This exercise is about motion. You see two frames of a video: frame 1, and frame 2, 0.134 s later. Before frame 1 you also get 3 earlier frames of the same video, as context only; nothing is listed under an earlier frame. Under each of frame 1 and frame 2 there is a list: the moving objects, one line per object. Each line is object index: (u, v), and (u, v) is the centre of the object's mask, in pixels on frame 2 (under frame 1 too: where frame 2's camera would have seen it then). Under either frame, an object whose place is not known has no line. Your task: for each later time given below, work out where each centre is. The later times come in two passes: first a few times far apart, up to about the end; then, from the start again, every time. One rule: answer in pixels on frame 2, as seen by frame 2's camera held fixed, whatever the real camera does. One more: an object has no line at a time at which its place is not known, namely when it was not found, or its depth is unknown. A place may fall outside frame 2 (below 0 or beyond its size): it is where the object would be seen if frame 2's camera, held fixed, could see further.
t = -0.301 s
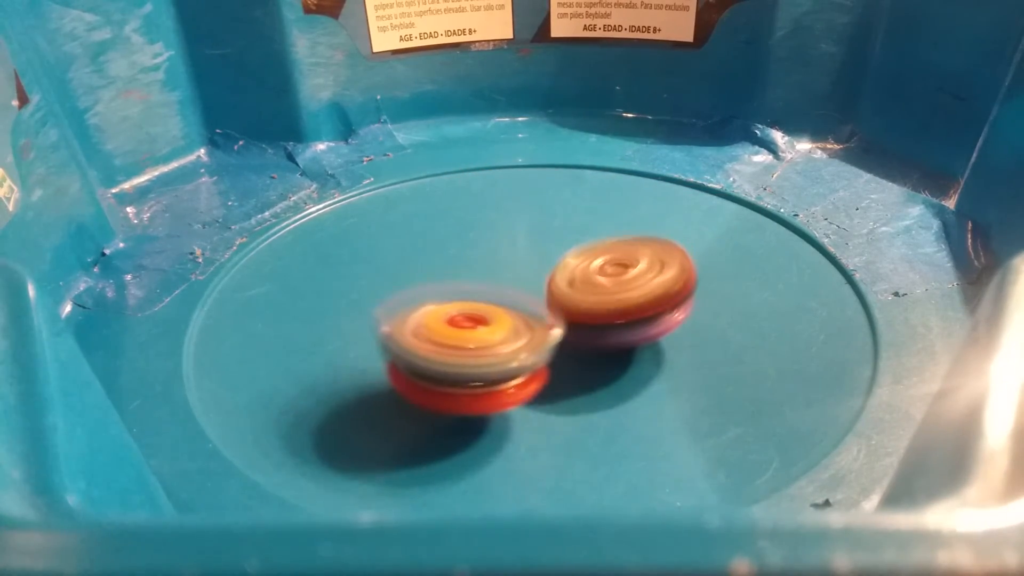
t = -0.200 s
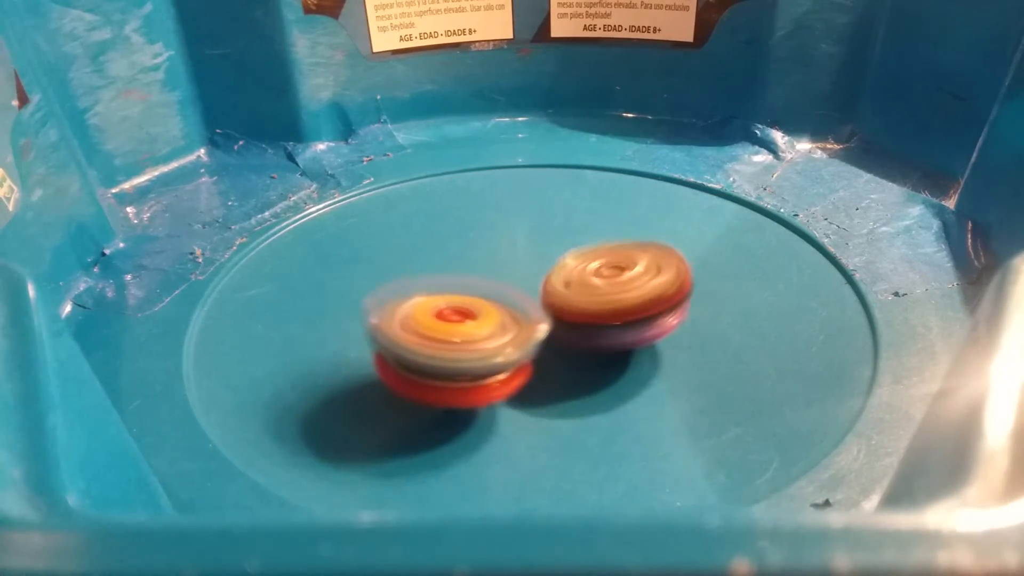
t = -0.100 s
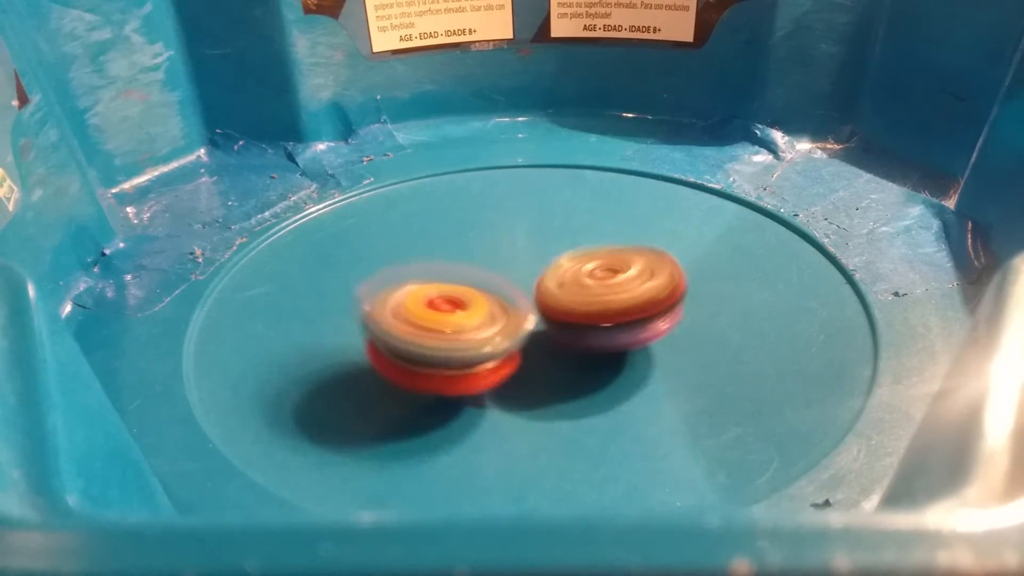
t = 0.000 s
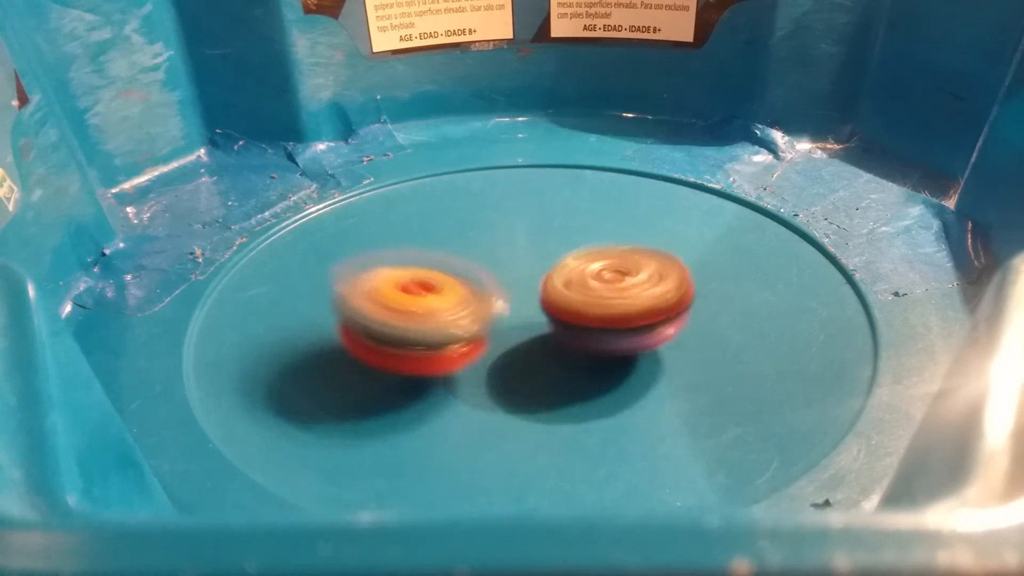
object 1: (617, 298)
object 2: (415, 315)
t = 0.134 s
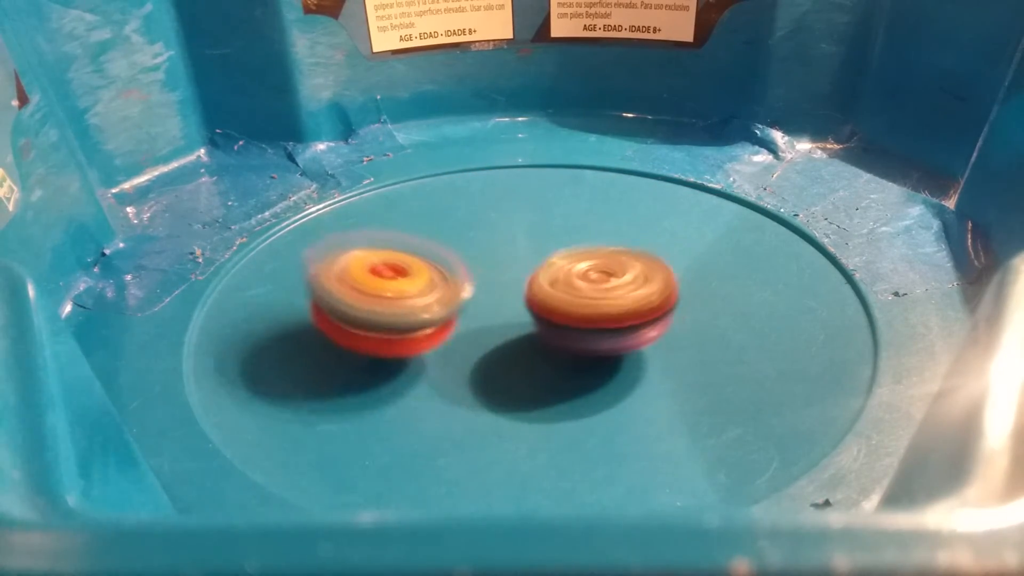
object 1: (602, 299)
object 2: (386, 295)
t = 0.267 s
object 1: (580, 297)
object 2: (383, 282)
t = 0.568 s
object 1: (549, 291)
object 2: (415, 240)
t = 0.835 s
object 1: (541, 282)
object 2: (434, 208)
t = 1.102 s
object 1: (541, 272)
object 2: (504, 179)
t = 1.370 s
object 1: (552, 271)
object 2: (563, 166)
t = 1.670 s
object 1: (551, 283)
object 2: (644, 197)
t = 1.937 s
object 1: (514, 302)
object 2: (709, 235)
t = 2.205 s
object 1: (481, 313)
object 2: (729, 275)
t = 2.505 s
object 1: (473, 307)
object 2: (712, 392)
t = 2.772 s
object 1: (506, 290)
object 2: (706, 345)
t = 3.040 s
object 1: (504, 228)
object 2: (699, 418)
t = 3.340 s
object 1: (540, 212)
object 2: (568, 302)
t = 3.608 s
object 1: (610, 177)
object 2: (304, 412)
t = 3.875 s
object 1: (631, 205)
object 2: (451, 354)
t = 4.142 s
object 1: (587, 268)
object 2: (373, 256)
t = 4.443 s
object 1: (492, 330)
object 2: (409, 247)
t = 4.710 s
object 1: (428, 341)
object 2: (521, 166)
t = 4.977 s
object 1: (422, 313)
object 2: (517, 178)
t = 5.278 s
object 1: (518, 278)
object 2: (721, 242)
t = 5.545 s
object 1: (577, 253)
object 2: (794, 224)
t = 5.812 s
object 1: (558, 259)
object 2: (788, 270)
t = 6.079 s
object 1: (541, 276)
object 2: (702, 356)
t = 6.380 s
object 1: (512, 281)
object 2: (548, 376)
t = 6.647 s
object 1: (532, 259)
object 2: (421, 405)
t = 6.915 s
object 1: (566, 252)
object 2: (460, 329)
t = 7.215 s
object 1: (622, 285)
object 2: (325, 243)
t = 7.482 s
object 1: (581, 316)
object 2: (367, 239)
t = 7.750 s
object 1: (376, 392)
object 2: (651, 162)
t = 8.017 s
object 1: (360, 363)
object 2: (796, 123)
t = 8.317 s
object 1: (576, 236)
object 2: (816, 124)
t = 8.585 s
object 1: (666, 196)
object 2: (816, 123)
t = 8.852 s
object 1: (611, 260)
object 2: (816, 124)
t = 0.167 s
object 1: (597, 298)
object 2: (382, 291)
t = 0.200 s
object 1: (591, 298)
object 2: (381, 288)
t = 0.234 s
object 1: (586, 298)
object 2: (381, 285)
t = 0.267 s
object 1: (580, 297)
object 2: (383, 282)
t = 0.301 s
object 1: (574, 296)
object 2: (387, 279)
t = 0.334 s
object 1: (568, 295)
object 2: (392, 276)
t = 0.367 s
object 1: (562, 294)
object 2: (398, 272)
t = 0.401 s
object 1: (559, 293)
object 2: (402, 267)
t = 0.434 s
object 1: (558, 294)
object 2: (402, 261)
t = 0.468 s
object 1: (555, 293)
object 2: (405, 254)
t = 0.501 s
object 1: (553, 292)
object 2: (408, 250)
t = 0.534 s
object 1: (550, 291)
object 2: (411, 244)
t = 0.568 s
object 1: (549, 291)
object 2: (415, 240)
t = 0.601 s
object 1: (548, 290)
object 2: (418, 238)
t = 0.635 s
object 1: (546, 289)
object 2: (420, 231)
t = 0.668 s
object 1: (545, 288)
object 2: (424, 227)
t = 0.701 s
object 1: (544, 288)
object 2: (427, 224)
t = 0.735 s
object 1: (544, 287)
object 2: (429, 220)
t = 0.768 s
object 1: (543, 286)
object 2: (430, 217)
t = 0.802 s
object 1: (542, 284)
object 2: (431, 213)
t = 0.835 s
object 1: (541, 282)
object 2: (434, 208)
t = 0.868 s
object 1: (541, 281)
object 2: (443, 202)
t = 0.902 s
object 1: (541, 279)
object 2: (453, 196)
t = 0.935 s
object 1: (541, 277)
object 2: (461, 192)
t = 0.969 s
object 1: (542, 276)
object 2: (470, 189)
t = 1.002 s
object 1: (542, 274)
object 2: (479, 187)
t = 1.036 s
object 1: (542, 273)
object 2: (486, 185)
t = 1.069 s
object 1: (541, 273)
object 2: (496, 182)
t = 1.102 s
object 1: (541, 272)
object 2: (504, 179)
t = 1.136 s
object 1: (542, 271)
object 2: (512, 174)
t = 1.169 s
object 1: (543, 271)
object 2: (520, 171)
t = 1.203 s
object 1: (544, 271)
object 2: (527, 169)
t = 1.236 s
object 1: (546, 270)
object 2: (534, 168)
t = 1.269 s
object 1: (547, 270)
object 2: (541, 166)
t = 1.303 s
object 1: (549, 270)
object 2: (548, 166)
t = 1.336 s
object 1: (550, 271)
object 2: (556, 166)
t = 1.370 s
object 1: (552, 271)
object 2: (563, 166)
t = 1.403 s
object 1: (553, 270)
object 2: (571, 167)
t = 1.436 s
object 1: (555, 271)
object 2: (580, 169)
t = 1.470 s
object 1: (556, 271)
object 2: (587, 172)
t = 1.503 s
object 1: (558, 271)
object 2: (596, 176)
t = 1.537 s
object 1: (558, 272)
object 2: (605, 182)
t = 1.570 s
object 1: (555, 275)
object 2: (616, 185)
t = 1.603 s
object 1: (553, 278)
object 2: (627, 189)
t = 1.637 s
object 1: (552, 280)
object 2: (637, 190)
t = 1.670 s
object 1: (551, 283)
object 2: (644, 197)
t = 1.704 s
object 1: (549, 285)
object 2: (650, 201)
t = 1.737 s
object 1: (548, 287)
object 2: (656, 208)
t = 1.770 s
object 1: (547, 289)
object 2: (660, 214)
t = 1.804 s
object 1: (547, 291)
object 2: (665, 220)
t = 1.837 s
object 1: (546, 293)
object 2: (668, 226)
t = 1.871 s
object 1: (533, 297)
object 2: (682, 231)
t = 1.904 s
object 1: (520, 300)
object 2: (697, 231)
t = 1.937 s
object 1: (514, 302)
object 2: (709, 235)
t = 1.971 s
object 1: (509, 305)
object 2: (717, 238)
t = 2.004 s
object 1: (504, 307)
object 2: (725, 243)
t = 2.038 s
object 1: (499, 308)
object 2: (730, 248)
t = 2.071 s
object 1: (495, 310)
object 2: (731, 255)
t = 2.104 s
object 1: (491, 311)
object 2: (732, 261)
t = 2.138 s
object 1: (487, 311)
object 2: (732, 266)
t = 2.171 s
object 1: (483, 312)
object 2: (731, 270)
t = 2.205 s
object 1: (481, 313)
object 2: (729, 275)
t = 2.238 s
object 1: (478, 313)
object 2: (725, 281)
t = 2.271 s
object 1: (476, 313)
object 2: (722, 288)
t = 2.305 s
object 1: (474, 312)
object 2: (717, 297)
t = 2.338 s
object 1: (472, 312)
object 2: (712, 309)
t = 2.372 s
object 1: (471, 311)
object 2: (706, 325)
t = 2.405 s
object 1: (471, 310)
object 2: (702, 343)
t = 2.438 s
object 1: (471, 309)
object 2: (702, 361)
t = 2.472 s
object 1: (472, 308)
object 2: (703, 377)
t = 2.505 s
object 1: (473, 307)
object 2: (712, 392)
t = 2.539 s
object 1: (474, 305)
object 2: (727, 404)
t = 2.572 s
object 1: (477, 303)
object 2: (748, 408)
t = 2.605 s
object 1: (480, 301)
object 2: (766, 403)
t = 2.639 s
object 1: (484, 299)
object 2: (768, 392)
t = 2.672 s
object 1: (489, 297)
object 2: (767, 379)
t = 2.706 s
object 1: (495, 295)
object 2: (755, 366)
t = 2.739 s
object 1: (500, 293)
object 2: (734, 354)
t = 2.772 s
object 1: (506, 290)
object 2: (706, 345)
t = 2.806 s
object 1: (512, 289)
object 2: (670, 338)
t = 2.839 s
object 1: (509, 279)
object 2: (634, 342)
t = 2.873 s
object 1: (501, 261)
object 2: (627, 355)
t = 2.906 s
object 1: (499, 247)
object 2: (629, 372)
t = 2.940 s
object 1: (498, 239)
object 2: (635, 389)
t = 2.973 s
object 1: (500, 235)
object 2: (648, 404)
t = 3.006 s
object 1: (501, 231)
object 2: (670, 415)
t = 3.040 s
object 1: (504, 228)
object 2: (699, 418)
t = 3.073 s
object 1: (506, 225)
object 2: (728, 413)
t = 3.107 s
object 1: (509, 223)
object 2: (753, 400)
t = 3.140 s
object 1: (512, 221)
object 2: (763, 382)
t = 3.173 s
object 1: (516, 220)
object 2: (758, 362)
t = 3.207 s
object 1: (520, 219)
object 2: (736, 343)
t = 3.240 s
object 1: (525, 218)
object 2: (706, 327)
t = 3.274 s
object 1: (530, 218)
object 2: (665, 316)
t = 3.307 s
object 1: (534, 214)
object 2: (617, 306)
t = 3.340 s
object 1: (540, 212)
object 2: (568, 302)
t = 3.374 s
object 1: (555, 200)
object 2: (513, 312)
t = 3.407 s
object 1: (569, 191)
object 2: (459, 329)
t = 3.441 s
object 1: (583, 184)
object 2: (409, 345)
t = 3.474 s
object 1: (591, 181)
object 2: (367, 361)
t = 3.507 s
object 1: (596, 179)
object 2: (328, 378)
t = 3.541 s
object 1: (601, 177)
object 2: (293, 395)
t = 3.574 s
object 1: (605, 177)
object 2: (278, 407)
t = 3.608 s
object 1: (610, 177)
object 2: (304, 412)
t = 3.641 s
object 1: (614, 178)
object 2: (342, 417)
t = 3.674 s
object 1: (618, 180)
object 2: (375, 414)
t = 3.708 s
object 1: (622, 183)
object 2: (405, 410)
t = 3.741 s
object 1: (625, 186)
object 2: (429, 402)
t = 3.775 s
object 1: (628, 189)
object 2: (444, 392)
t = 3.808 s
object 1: (630, 194)
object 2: (452, 381)
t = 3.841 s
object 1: (631, 200)
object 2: (453, 369)
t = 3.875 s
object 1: (631, 205)
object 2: (451, 354)
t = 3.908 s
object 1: (630, 211)
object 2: (447, 340)
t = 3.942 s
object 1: (628, 217)
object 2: (440, 325)
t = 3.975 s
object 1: (624, 224)
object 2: (430, 310)
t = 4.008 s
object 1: (620, 231)
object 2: (421, 297)
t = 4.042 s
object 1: (613, 240)
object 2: (409, 284)
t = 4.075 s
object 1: (605, 249)
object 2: (397, 273)
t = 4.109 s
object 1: (597, 258)
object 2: (384, 262)
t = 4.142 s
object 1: (587, 268)
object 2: (373, 256)
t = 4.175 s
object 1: (577, 278)
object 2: (360, 251)
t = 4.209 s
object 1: (566, 287)
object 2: (350, 247)
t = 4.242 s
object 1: (555, 296)
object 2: (347, 247)
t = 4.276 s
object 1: (544, 304)
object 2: (348, 247)
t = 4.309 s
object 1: (532, 312)
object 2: (353, 249)
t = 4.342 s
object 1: (522, 318)
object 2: (365, 251)
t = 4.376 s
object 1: (512, 323)
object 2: (377, 251)
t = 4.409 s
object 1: (502, 326)
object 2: (393, 250)
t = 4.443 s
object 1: (492, 330)
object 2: (409, 247)
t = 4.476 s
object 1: (483, 335)
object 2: (431, 243)
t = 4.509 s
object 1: (474, 340)
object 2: (452, 237)
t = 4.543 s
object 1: (465, 341)
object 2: (469, 229)
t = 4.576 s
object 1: (457, 342)
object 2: (484, 215)
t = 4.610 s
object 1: (450, 343)
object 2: (498, 202)
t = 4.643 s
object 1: (442, 343)
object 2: (508, 190)
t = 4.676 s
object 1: (435, 342)
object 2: (516, 176)
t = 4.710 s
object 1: (428, 341)
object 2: (521, 166)
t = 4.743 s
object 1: (423, 338)
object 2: (524, 155)
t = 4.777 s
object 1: (419, 335)
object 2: (523, 147)
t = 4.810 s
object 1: (416, 332)
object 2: (518, 143)
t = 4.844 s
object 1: (414, 329)
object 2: (514, 144)
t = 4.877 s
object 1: (414, 326)
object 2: (509, 147)
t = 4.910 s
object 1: (415, 322)
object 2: (508, 154)
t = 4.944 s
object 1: (418, 318)
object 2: (510, 164)
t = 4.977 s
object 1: (422, 313)
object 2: (517, 178)
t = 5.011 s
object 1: (428, 310)
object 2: (529, 192)
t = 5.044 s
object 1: (435, 306)
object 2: (547, 206)
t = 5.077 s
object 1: (443, 302)
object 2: (568, 219)
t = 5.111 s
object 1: (453, 298)
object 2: (592, 229)
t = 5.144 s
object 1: (465, 295)
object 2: (618, 235)
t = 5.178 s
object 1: (477, 291)
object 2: (646, 241)
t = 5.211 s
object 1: (491, 287)
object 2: (671, 242)
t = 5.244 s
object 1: (504, 283)
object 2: (696, 243)
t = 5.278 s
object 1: (518, 278)
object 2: (721, 242)
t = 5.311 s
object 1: (533, 275)
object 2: (744, 239)
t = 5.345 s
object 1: (548, 271)
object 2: (762, 235)
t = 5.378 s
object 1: (562, 267)
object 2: (774, 231)
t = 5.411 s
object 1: (577, 263)
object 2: (779, 226)
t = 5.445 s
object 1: (590, 261)
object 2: (774, 225)
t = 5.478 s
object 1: (601, 259)
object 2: (767, 225)
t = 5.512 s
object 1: (601, 255)
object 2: (768, 227)
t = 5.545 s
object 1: (577, 253)
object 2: (794, 224)
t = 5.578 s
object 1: (562, 252)
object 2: (814, 222)
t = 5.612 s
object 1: (558, 251)
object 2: (828, 220)
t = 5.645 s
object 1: (559, 251)
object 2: (820, 229)
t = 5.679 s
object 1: (559, 252)
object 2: (813, 232)
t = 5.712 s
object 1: (560, 254)
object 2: (806, 243)
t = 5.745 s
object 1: (560, 256)
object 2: (799, 249)
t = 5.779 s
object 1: (559, 257)
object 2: (794, 258)
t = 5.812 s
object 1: (558, 259)
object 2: (788, 270)
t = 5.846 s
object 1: (557, 261)
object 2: (783, 282)
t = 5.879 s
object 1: (556, 264)
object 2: (775, 293)
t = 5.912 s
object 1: (554, 266)
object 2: (765, 303)
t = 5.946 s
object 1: (552, 268)
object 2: (755, 313)
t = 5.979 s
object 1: (550, 271)
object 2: (743, 325)
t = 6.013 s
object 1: (547, 273)
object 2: (731, 336)
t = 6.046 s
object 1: (544, 275)
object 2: (718, 346)
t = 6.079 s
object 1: (541, 276)
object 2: (702, 356)
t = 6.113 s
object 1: (538, 278)
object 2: (685, 363)
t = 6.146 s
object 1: (535, 279)
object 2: (670, 372)
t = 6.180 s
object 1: (532, 281)
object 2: (651, 378)
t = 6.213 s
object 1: (528, 281)
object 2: (635, 382)
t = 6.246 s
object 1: (525, 283)
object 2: (619, 384)
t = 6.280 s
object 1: (522, 283)
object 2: (603, 382)
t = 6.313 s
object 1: (518, 284)
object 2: (584, 382)
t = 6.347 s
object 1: (515, 281)
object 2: (565, 379)
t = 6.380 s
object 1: (512, 281)
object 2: (548, 376)
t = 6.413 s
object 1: (511, 277)
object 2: (532, 371)
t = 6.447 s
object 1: (514, 273)
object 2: (504, 371)
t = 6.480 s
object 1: (521, 270)
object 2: (483, 377)
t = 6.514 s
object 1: (525, 268)
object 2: (464, 384)
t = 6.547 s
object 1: (525, 267)
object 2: (446, 392)
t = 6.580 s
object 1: (527, 264)
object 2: (433, 399)
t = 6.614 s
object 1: (530, 261)
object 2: (424, 405)
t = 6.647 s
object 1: (532, 259)
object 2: (421, 405)
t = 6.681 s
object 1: (536, 256)
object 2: (424, 405)
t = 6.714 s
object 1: (540, 255)
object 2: (428, 401)
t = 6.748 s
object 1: (544, 253)
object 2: (435, 394)
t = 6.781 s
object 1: (548, 253)
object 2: (443, 385)
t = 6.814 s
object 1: (552, 252)
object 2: (453, 371)
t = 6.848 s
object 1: (557, 252)
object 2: (457, 357)
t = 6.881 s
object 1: (562, 251)
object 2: (460, 343)
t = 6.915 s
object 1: (566, 252)
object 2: (460, 329)
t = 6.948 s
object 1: (571, 253)
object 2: (458, 315)
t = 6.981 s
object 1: (584, 255)
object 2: (442, 303)
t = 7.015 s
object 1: (599, 257)
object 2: (419, 294)
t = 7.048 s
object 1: (606, 261)
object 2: (400, 284)
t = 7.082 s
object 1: (611, 265)
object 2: (383, 275)
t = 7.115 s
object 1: (617, 270)
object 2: (367, 268)
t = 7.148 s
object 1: (620, 275)
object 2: (354, 262)
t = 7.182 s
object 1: (622, 280)
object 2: (339, 254)
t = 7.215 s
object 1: (622, 285)
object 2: (325, 243)
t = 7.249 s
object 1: (621, 290)
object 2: (316, 238)
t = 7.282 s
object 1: (619, 295)
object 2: (310, 233)
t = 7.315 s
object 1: (616, 299)
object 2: (307, 230)
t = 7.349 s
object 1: (612, 303)
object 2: (308, 231)
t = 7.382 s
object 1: (605, 308)
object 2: (315, 233)
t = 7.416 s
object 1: (598, 311)
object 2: (331, 235)
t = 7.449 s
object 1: (591, 314)
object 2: (348, 236)
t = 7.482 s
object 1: (581, 316)
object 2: (367, 239)
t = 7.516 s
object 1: (572, 318)
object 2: (394, 243)
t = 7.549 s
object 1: (563, 318)
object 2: (416, 244)
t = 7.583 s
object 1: (554, 319)
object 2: (442, 241)
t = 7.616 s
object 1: (544, 318)
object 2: (464, 242)
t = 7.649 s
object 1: (509, 333)
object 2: (519, 233)
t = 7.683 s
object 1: (465, 354)
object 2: (558, 208)
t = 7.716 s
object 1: (416, 372)
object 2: (613, 183)
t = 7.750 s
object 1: (376, 392)
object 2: (651, 162)
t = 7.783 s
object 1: (345, 395)
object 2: (680, 137)
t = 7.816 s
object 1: (323, 401)
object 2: (706, 126)
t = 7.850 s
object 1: (315, 399)
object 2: (726, 118)
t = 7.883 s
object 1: (316, 395)
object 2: (743, 114)
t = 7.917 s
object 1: (321, 390)
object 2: (756, 117)
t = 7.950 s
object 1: (330, 383)
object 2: (763, 119)
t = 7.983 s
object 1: (344, 372)
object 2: (780, 122)
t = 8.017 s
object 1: (360, 363)
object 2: (796, 123)
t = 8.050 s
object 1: (377, 349)
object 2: (807, 123)
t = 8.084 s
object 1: (400, 331)
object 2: (813, 122)
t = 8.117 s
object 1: (426, 321)
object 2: (817, 123)
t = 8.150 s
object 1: (454, 306)
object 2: (816, 124)
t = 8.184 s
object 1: (479, 293)
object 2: (816, 124)
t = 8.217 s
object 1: (501, 276)
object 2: (815, 124)
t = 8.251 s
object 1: (530, 257)
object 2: (816, 124)
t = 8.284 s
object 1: (552, 249)
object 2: (816, 124)
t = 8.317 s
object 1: (576, 236)
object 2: (816, 124)
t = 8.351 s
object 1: (595, 221)
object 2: (816, 124)
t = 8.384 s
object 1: (613, 214)
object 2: (816, 124)
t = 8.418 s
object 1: (627, 205)
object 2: (816, 124)
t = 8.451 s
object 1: (642, 199)
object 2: (816, 124)
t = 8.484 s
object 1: (652, 194)
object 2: (816, 123)
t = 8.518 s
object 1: (660, 192)
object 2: (816, 123)
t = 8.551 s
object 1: (666, 194)
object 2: (816, 123)
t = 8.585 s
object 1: (666, 196)
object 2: (816, 123)
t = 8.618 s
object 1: (667, 201)
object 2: (816, 124)
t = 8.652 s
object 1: (665, 208)
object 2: (816, 124)
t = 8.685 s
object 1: (659, 217)
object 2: (816, 123)
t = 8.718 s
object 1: (653, 220)
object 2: (816, 123)
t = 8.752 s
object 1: (646, 228)
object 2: (816, 123)
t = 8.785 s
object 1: (635, 239)
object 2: (816, 124)
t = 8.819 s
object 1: (623, 250)
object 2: (816, 123)
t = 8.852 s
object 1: (611, 260)
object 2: (816, 124)
